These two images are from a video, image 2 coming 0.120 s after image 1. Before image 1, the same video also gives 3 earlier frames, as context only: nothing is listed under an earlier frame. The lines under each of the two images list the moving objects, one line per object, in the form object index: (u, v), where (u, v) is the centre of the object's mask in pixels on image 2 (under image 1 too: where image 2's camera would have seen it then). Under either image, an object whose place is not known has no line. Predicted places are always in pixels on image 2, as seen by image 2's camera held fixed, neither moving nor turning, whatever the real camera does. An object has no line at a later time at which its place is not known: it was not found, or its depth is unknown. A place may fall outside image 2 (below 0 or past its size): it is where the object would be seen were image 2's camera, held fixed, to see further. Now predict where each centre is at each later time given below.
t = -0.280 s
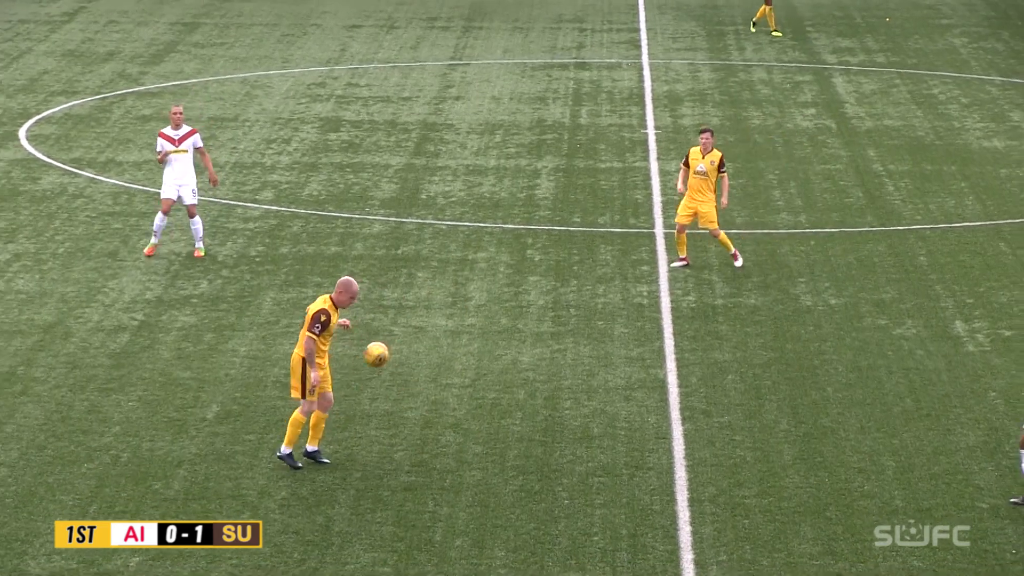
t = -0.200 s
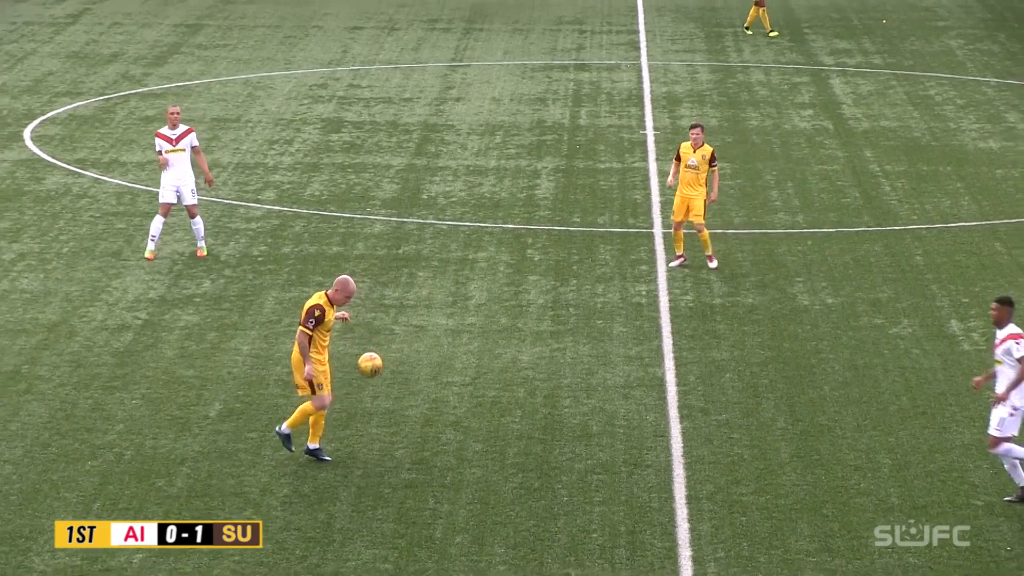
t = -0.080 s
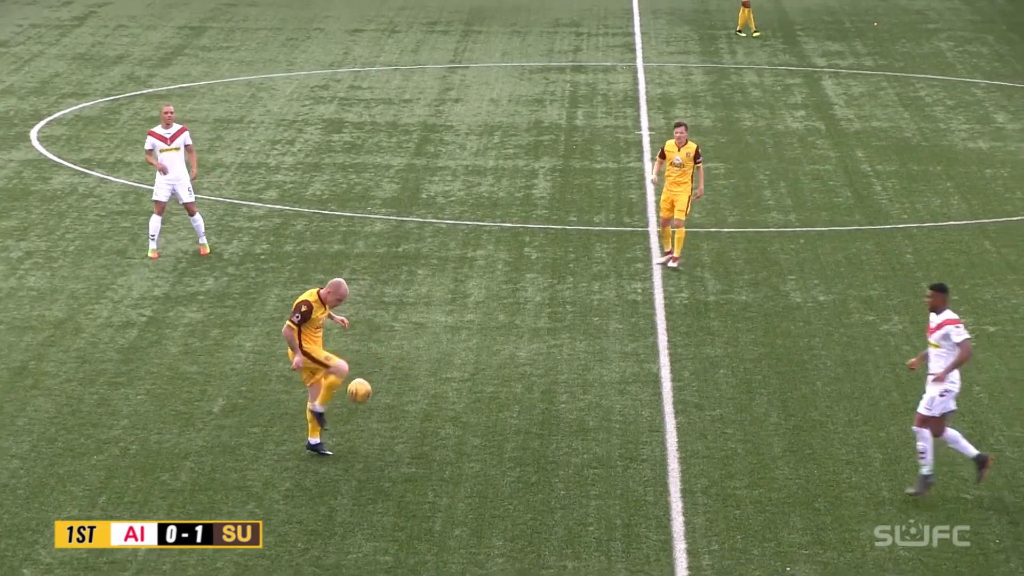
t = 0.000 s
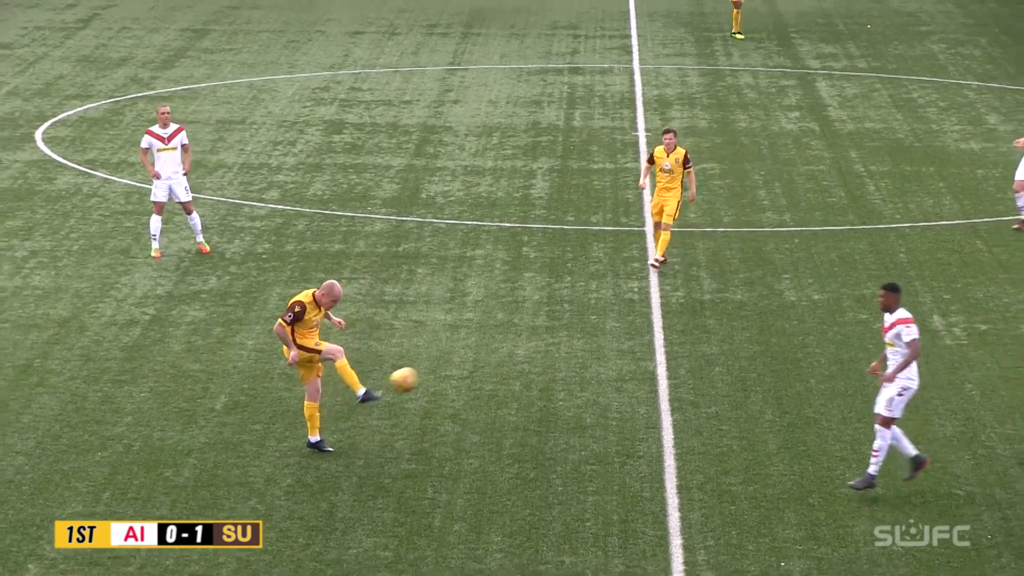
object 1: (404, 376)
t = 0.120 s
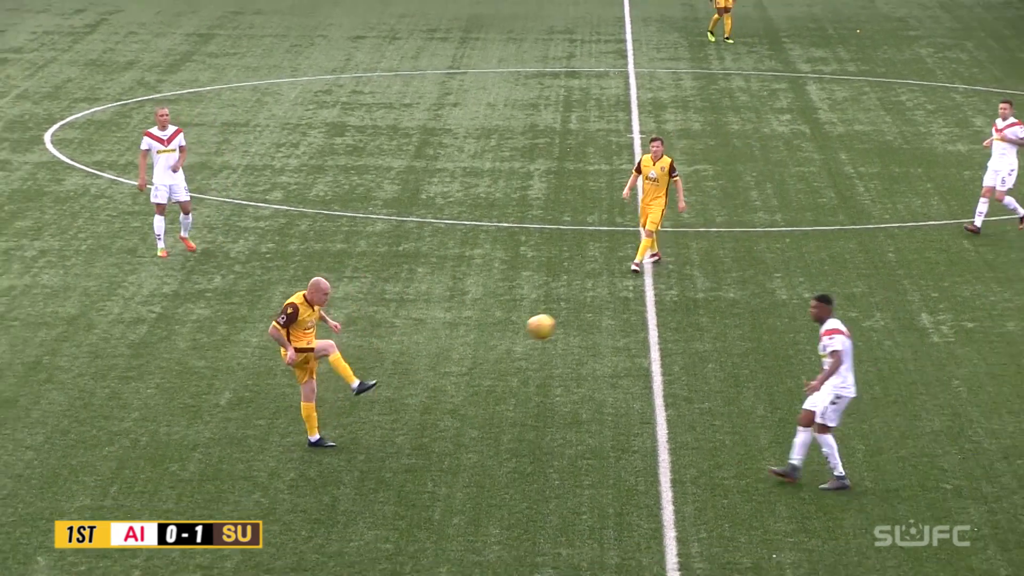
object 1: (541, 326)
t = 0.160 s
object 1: (588, 313)
